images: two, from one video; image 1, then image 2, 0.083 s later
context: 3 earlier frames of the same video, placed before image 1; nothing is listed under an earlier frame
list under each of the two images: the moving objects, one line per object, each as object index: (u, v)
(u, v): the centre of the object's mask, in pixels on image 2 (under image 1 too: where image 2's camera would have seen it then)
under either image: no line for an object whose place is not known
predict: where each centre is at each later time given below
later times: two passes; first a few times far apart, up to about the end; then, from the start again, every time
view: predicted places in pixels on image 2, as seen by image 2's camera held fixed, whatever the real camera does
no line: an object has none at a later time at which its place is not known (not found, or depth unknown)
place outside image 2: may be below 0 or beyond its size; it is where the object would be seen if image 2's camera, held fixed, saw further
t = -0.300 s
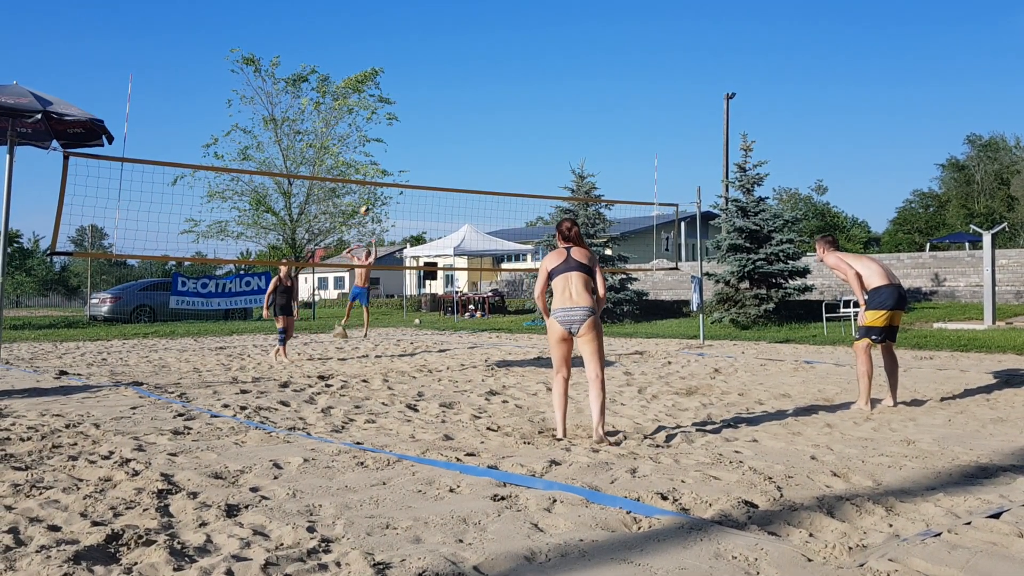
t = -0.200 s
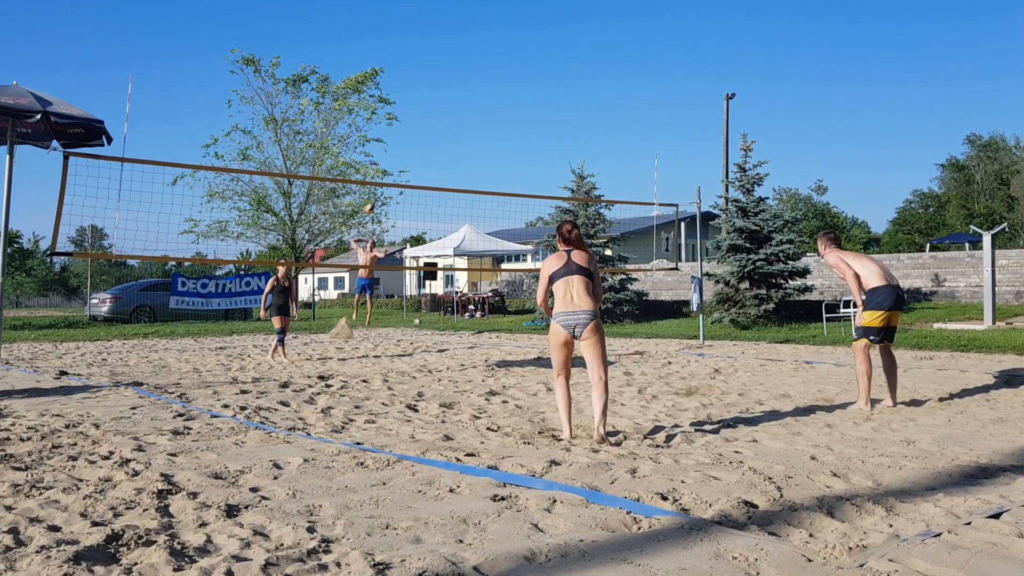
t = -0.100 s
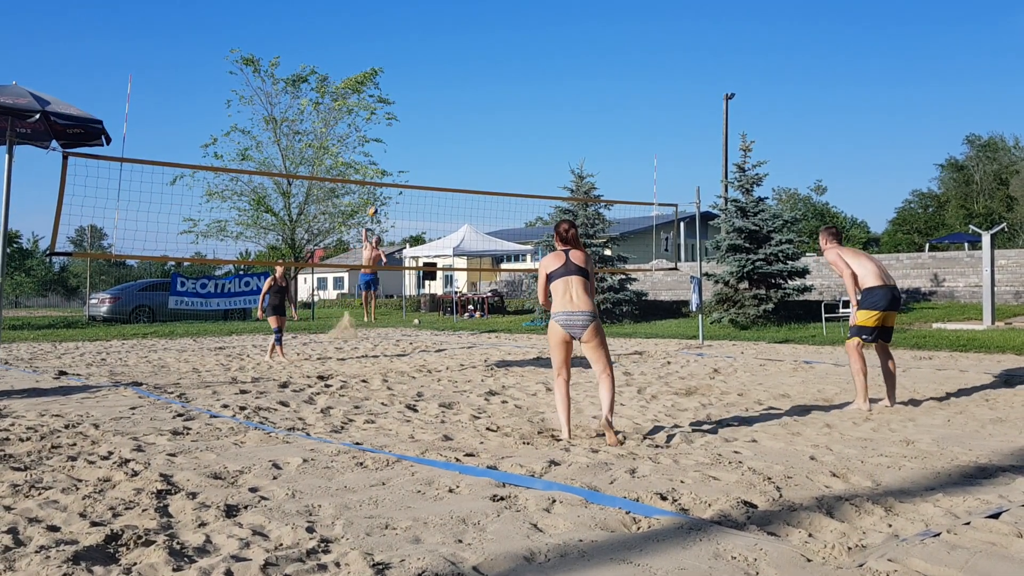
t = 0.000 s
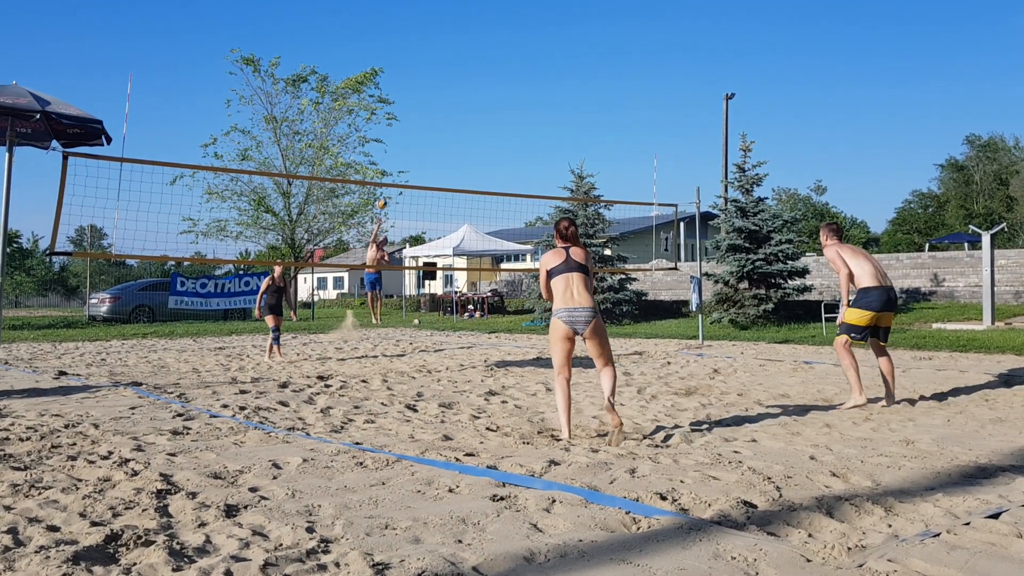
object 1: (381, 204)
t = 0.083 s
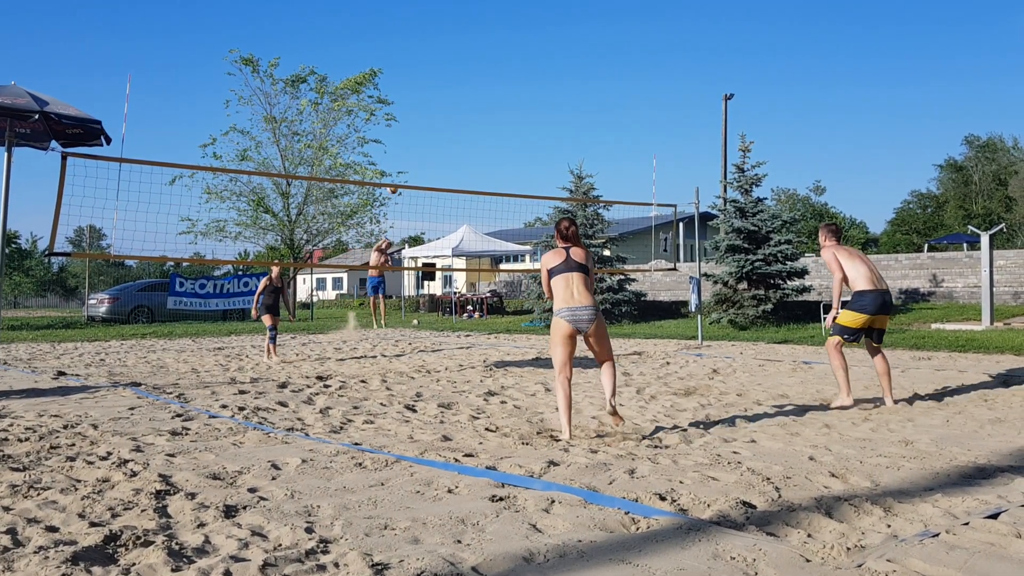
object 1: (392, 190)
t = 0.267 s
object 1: (418, 160)
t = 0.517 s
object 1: (465, 149)
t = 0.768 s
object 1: (545, 193)
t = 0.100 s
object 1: (396, 185)
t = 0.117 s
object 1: (397, 181)
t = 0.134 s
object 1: (399, 179)
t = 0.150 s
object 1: (402, 177)
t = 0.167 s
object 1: (404, 174)
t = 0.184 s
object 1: (406, 172)
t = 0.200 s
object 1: (408, 169)
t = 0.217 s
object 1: (411, 167)
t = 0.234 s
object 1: (413, 164)
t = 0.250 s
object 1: (416, 162)
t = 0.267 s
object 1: (418, 160)
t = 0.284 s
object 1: (421, 158)
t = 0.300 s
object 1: (424, 156)
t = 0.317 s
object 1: (426, 154)
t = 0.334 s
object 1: (429, 153)
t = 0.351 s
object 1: (432, 151)
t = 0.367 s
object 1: (435, 150)
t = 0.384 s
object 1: (438, 150)
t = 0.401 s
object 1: (441, 149)
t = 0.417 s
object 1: (444, 148)
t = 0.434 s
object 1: (447, 148)
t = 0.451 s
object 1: (450, 148)
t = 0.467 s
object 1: (453, 148)
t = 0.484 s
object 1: (457, 148)
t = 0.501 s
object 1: (461, 149)
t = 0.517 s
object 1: (465, 149)
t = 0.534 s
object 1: (468, 151)
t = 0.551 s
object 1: (473, 152)
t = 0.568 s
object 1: (477, 153)
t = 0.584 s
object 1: (481, 155)
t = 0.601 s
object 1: (487, 157)
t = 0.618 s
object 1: (492, 159)
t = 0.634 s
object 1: (497, 162)
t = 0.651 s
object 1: (502, 164)
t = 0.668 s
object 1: (508, 167)
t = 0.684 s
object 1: (513, 170)
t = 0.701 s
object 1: (519, 174)
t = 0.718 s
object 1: (525, 178)
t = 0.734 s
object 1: (532, 183)
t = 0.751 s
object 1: (538, 187)
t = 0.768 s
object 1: (545, 193)
